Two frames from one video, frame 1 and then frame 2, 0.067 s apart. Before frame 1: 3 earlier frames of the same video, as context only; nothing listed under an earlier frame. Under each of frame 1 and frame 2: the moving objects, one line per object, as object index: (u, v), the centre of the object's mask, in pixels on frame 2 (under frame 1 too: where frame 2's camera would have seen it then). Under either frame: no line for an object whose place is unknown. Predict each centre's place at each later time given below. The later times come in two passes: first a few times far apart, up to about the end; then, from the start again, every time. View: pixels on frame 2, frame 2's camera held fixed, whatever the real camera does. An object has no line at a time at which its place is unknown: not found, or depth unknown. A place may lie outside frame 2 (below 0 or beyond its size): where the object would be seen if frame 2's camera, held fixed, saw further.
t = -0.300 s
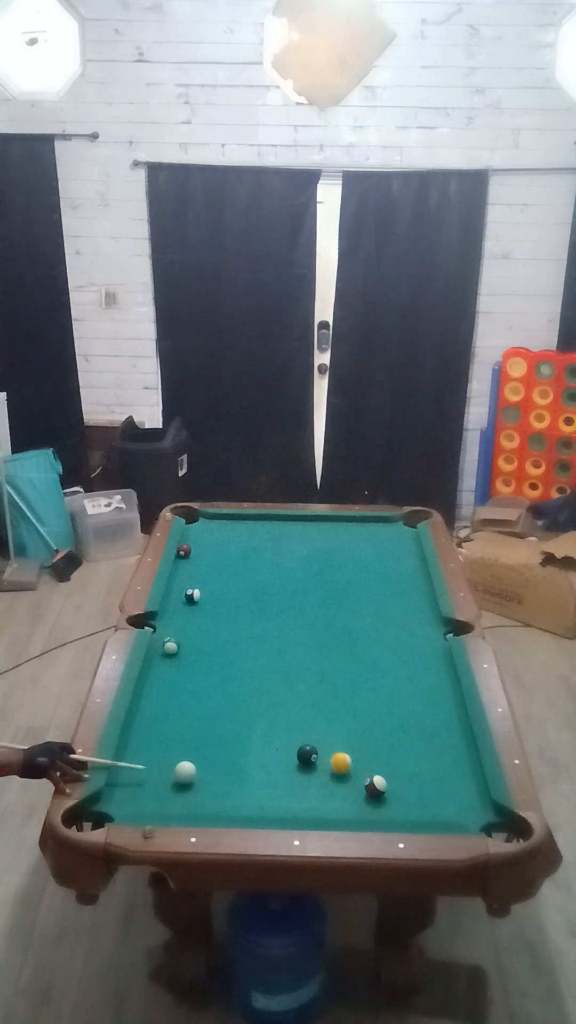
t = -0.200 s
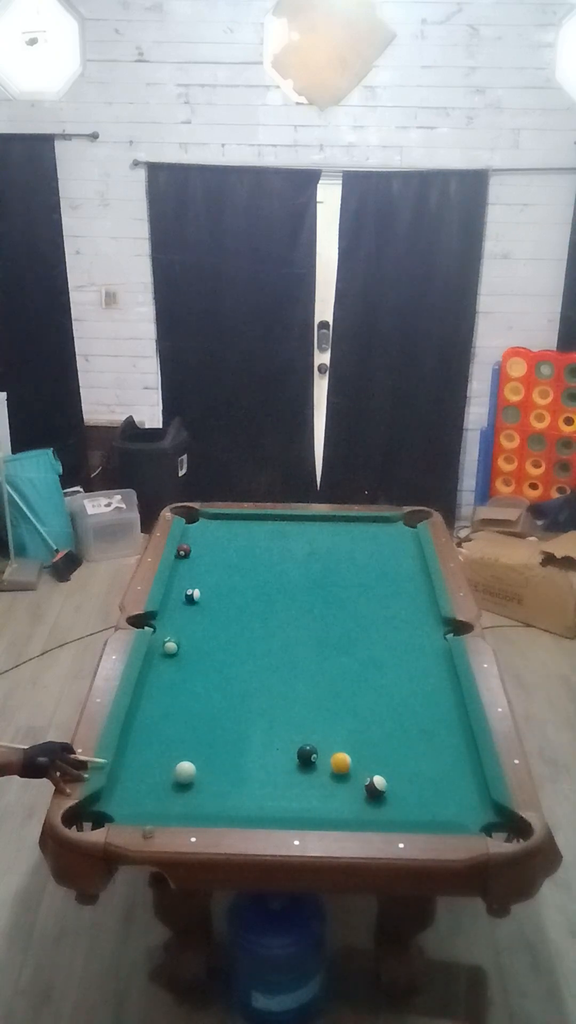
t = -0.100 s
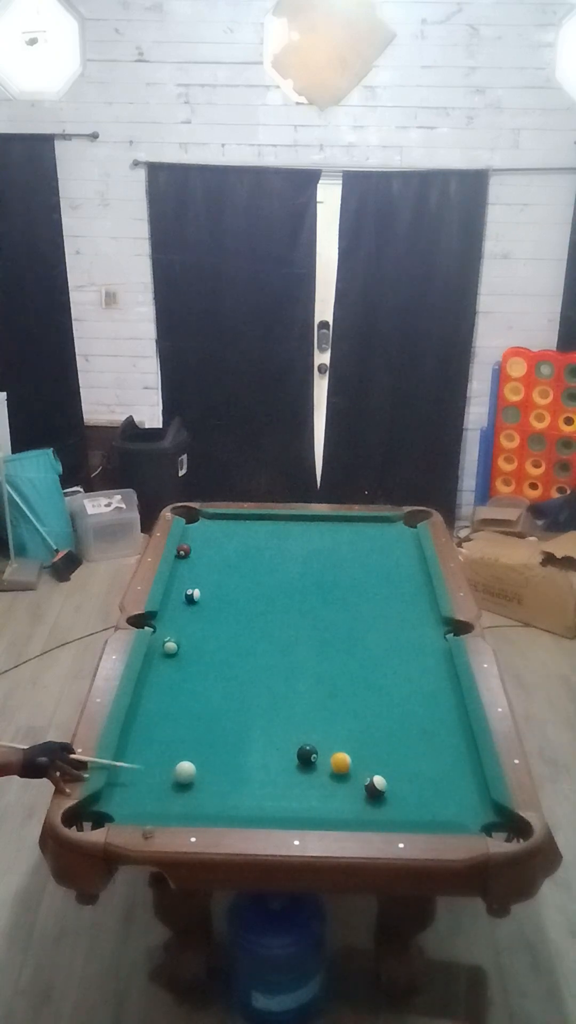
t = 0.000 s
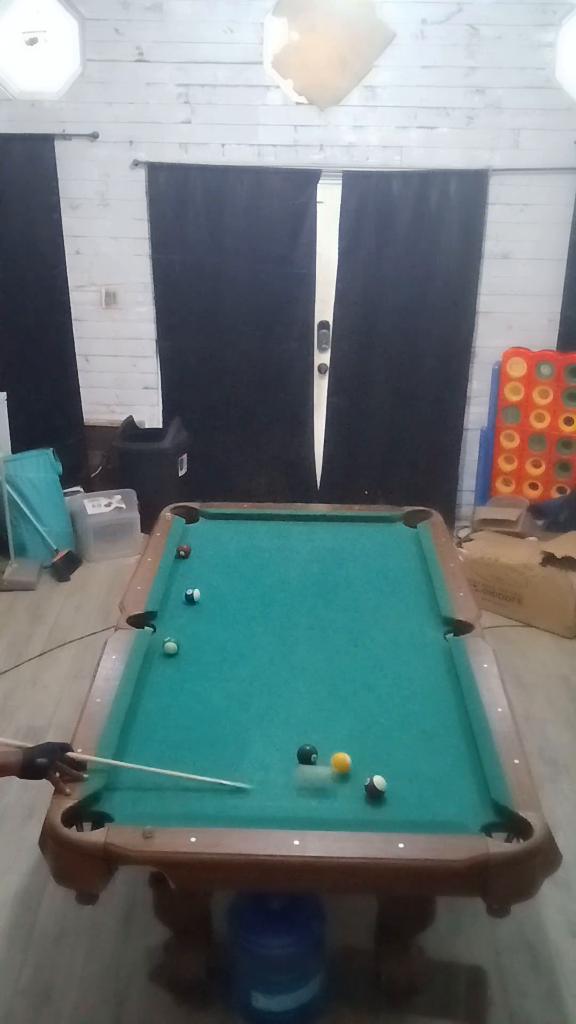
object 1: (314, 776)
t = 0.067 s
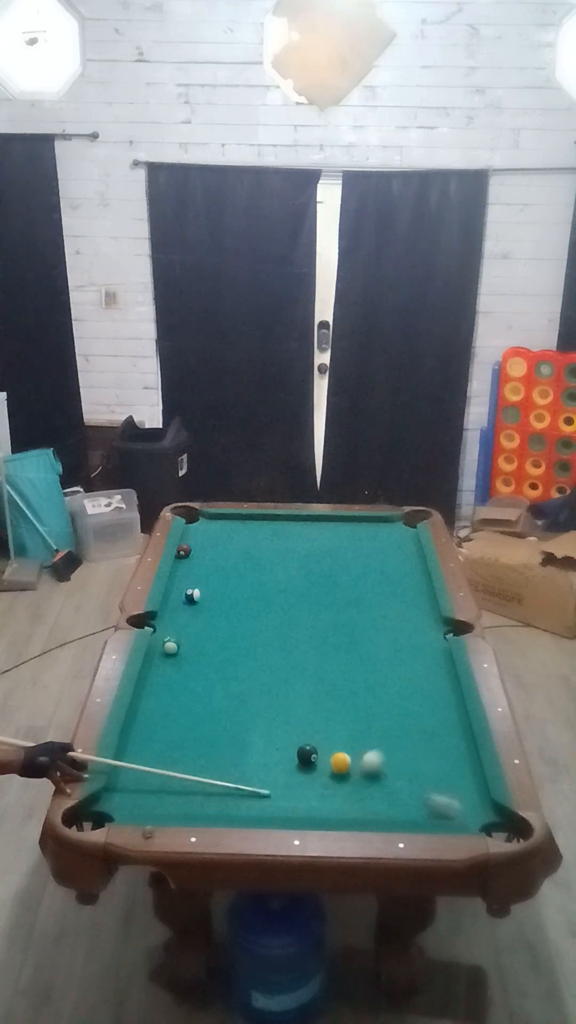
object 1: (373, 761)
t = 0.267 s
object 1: (418, 708)
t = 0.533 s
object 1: (441, 658)
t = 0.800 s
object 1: (424, 623)
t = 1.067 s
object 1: (405, 594)
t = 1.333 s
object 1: (387, 569)
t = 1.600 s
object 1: (372, 548)
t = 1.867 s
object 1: (356, 530)
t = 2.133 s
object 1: (345, 522)
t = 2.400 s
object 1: (336, 528)
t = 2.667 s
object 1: (328, 534)
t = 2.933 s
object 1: (319, 540)
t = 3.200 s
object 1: (310, 546)
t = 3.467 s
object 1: (301, 551)
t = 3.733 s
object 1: (293, 557)
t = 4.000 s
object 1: (284, 561)
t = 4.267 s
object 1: (276, 565)
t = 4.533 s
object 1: (269, 568)
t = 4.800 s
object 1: (263, 570)
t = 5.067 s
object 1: (258, 572)
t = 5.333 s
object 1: (255, 573)
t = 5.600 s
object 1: (254, 573)
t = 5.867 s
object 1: (254, 573)
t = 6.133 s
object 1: (254, 574)
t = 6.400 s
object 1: (254, 574)
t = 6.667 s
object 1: (254, 573)
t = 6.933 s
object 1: (254, 573)
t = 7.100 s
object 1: (254, 573)
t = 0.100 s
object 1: (383, 751)
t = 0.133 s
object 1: (392, 741)
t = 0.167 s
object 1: (401, 732)
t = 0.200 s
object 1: (408, 723)
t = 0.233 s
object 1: (413, 715)
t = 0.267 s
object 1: (418, 708)
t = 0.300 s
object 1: (421, 701)
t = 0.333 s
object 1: (424, 694)
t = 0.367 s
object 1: (427, 687)
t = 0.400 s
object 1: (430, 682)
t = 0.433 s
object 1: (433, 675)
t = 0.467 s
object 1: (436, 669)
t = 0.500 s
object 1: (439, 663)
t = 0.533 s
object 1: (441, 658)
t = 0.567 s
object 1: (443, 653)
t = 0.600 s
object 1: (440, 648)
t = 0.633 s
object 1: (437, 644)
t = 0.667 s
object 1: (434, 639)
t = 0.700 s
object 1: (432, 635)
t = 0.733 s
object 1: (429, 631)
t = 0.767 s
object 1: (427, 627)
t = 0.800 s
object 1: (424, 623)
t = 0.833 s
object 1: (422, 619)
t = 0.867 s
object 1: (419, 615)
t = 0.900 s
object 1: (417, 611)
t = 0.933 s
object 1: (414, 607)
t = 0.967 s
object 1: (412, 604)
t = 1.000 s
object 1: (409, 601)
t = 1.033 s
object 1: (407, 597)
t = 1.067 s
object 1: (405, 594)
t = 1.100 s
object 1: (403, 590)
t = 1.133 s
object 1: (401, 587)
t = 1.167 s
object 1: (398, 584)
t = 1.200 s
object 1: (396, 581)
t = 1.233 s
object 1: (394, 578)
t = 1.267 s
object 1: (392, 575)
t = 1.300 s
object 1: (390, 572)
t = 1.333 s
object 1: (387, 569)
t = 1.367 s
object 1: (386, 566)
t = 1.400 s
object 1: (383, 564)
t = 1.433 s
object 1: (381, 561)
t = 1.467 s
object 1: (379, 558)
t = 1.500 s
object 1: (377, 555)
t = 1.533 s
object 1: (375, 553)
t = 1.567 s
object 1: (373, 551)
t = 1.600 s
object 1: (372, 548)
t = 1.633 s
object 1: (370, 546)
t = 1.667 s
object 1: (368, 543)
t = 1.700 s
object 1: (366, 541)
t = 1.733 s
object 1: (364, 539)
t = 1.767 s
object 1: (362, 537)
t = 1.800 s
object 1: (361, 534)
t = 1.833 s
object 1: (358, 532)
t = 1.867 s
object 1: (356, 530)
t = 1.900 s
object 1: (355, 528)
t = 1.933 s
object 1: (353, 526)
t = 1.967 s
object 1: (351, 524)
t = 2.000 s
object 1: (350, 522)
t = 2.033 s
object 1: (348, 520)
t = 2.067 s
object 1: (347, 520)
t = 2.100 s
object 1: (346, 521)
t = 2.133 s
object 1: (345, 522)
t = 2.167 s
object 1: (344, 523)
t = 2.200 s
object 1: (343, 523)
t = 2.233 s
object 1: (342, 524)
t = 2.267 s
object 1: (341, 525)
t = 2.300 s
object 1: (340, 526)
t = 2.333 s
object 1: (339, 527)
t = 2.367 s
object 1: (338, 527)
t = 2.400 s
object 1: (336, 528)
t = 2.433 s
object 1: (335, 529)
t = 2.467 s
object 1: (334, 530)
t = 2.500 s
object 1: (333, 530)
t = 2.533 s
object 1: (332, 531)
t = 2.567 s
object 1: (331, 532)
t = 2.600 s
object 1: (330, 533)
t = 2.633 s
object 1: (329, 534)
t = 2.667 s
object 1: (328, 534)
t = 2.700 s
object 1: (327, 535)
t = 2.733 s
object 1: (326, 536)
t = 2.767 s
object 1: (325, 537)
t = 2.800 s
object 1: (324, 537)
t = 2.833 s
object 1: (323, 538)
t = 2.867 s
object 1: (321, 539)
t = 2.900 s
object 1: (320, 539)
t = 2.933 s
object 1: (319, 540)
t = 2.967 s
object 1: (318, 541)
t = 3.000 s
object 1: (317, 542)
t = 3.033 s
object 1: (315, 543)
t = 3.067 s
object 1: (315, 543)
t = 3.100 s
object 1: (314, 544)
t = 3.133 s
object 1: (312, 545)
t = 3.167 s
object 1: (311, 545)
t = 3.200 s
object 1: (310, 546)
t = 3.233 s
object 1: (309, 547)
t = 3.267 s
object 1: (308, 548)
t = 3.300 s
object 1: (307, 548)
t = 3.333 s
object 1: (306, 549)
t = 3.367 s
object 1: (305, 550)
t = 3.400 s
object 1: (304, 550)
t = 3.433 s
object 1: (303, 551)
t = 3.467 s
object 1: (301, 551)
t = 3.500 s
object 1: (300, 552)
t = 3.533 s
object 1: (299, 553)
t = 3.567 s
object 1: (298, 553)
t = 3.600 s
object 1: (297, 554)
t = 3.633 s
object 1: (296, 554)
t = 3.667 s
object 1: (295, 555)
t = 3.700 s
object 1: (293, 556)
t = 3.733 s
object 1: (293, 557)
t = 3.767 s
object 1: (291, 557)
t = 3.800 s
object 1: (290, 557)
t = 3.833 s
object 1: (289, 558)
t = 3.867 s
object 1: (288, 559)
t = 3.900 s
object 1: (287, 559)
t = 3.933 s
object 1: (286, 560)
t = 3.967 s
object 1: (285, 560)
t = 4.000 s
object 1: (284, 561)
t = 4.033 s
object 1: (283, 561)
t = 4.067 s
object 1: (282, 562)
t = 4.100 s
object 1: (281, 562)
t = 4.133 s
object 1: (280, 563)
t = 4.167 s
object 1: (279, 563)
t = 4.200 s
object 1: (278, 563)
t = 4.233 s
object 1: (277, 564)
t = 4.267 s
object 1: (276, 565)
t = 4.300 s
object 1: (275, 565)
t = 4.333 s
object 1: (274, 565)
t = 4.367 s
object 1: (273, 566)
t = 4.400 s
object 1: (272, 566)
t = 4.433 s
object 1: (271, 566)
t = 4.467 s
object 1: (270, 567)
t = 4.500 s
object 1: (270, 567)
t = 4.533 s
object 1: (269, 568)
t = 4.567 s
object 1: (268, 568)
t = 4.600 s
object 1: (267, 568)
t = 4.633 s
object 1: (266, 569)
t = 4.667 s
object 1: (266, 569)
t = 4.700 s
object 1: (265, 569)
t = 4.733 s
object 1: (264, 570)
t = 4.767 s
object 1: (264, 570)
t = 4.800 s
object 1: (263, 570)
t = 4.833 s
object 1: (262, 570)
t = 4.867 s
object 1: (262, 571)
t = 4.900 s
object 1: (261, 571)
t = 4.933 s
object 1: (261, 571)
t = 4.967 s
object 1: (260, 571)
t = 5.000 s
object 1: (259, 572)
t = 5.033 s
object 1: (259, 572)
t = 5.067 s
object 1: (258, 572)
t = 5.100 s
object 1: (258, 572)
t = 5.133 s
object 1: (257, 572)
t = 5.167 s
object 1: (257, 572)
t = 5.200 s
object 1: (257, 573)
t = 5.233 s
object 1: (256, 573)
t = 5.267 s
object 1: (256, 573)
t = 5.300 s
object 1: (256, 573)
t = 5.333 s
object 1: (255, 573)
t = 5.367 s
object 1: (255, 573)
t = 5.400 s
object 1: (255, 573)
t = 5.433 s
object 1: (255, 573)
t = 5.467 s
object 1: (254, 573)
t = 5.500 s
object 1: (254, 573)
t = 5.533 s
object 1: (254, 573)
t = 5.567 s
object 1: (254, 573)
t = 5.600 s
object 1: (254, 573)
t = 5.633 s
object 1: (254, 573)
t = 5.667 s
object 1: (254, 574)
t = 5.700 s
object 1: (254, 574)
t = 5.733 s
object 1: (254, 574)
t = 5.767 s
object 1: (254, 574)
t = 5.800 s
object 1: (254, 573)
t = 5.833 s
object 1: (254, 574)
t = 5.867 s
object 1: (254, 573)
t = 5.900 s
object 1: (254, 573)
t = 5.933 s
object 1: (254, 573)
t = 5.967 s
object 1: (254, 573)
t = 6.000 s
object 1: (254, 574)
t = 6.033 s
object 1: (254, 574)
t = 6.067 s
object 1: (254, 574)
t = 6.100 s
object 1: (254, 574)
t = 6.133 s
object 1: (254, 574)
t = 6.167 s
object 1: (254, 574)
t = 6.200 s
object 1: (254, 574)
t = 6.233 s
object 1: (254, 574)
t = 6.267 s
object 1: (254, 574)
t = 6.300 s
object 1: (254, 574)
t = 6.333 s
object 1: (254, 574)
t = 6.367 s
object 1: (254, 574)
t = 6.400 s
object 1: (254, 574)
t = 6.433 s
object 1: (254, 574)
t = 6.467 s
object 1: (254, 574)
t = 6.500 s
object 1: (254, 574)
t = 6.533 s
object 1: (254, 574)
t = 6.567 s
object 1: (254, 574)
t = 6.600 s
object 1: (254, 574)
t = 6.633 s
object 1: (254, 574)
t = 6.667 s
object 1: (254, 573)
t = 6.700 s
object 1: (254, 574)
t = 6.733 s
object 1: (254, 574)
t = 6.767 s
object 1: (254, 574)
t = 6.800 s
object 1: (254, 574)
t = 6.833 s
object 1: (254, 574)
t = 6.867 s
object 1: (254, 574)
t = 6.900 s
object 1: (254, 574)
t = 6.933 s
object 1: (254, 573)
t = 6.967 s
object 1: (254, 573)
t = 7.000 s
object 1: (254, 574)
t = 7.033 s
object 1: (254, 574)
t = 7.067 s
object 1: (254, 574)
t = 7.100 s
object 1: (254, 573)
